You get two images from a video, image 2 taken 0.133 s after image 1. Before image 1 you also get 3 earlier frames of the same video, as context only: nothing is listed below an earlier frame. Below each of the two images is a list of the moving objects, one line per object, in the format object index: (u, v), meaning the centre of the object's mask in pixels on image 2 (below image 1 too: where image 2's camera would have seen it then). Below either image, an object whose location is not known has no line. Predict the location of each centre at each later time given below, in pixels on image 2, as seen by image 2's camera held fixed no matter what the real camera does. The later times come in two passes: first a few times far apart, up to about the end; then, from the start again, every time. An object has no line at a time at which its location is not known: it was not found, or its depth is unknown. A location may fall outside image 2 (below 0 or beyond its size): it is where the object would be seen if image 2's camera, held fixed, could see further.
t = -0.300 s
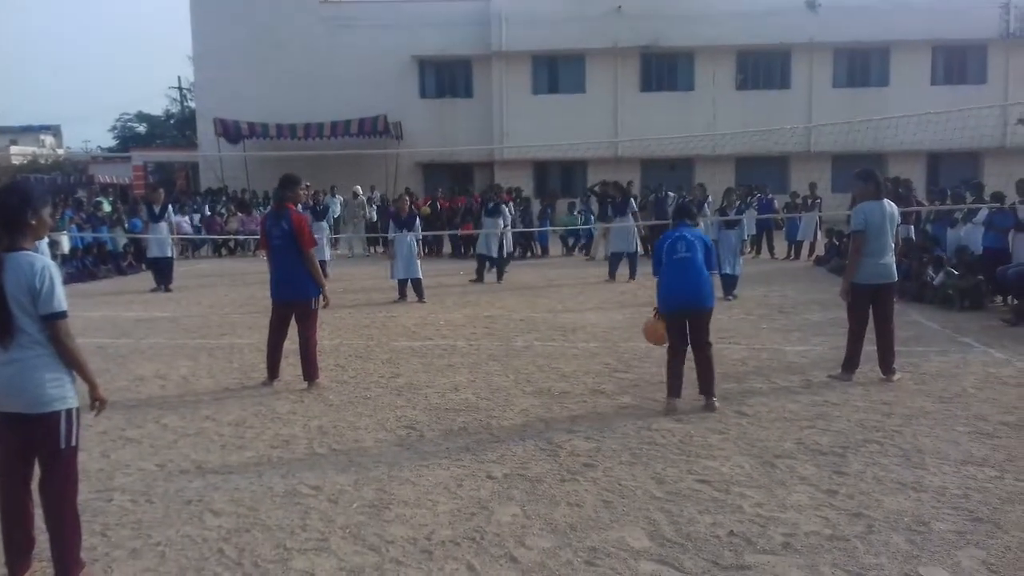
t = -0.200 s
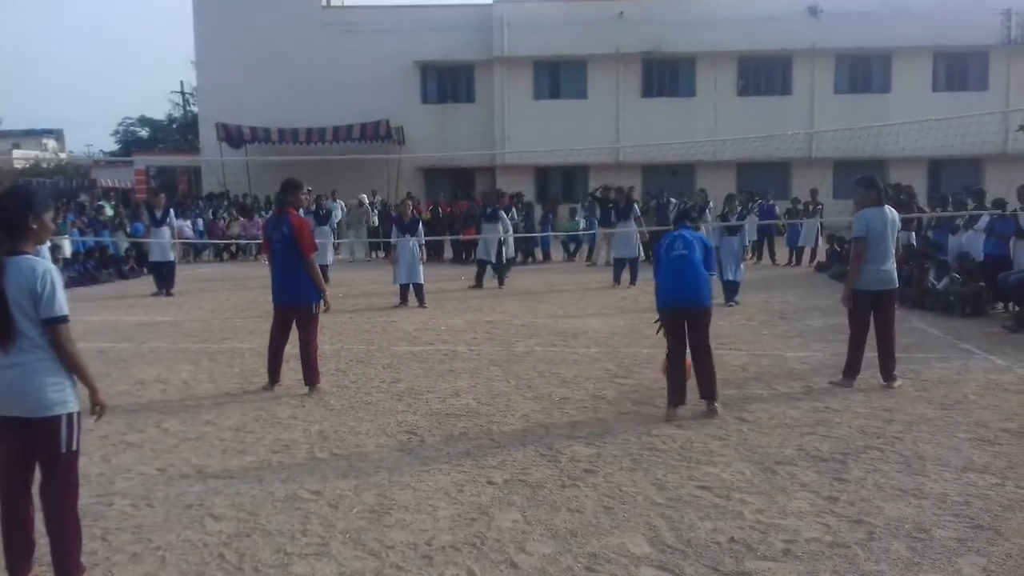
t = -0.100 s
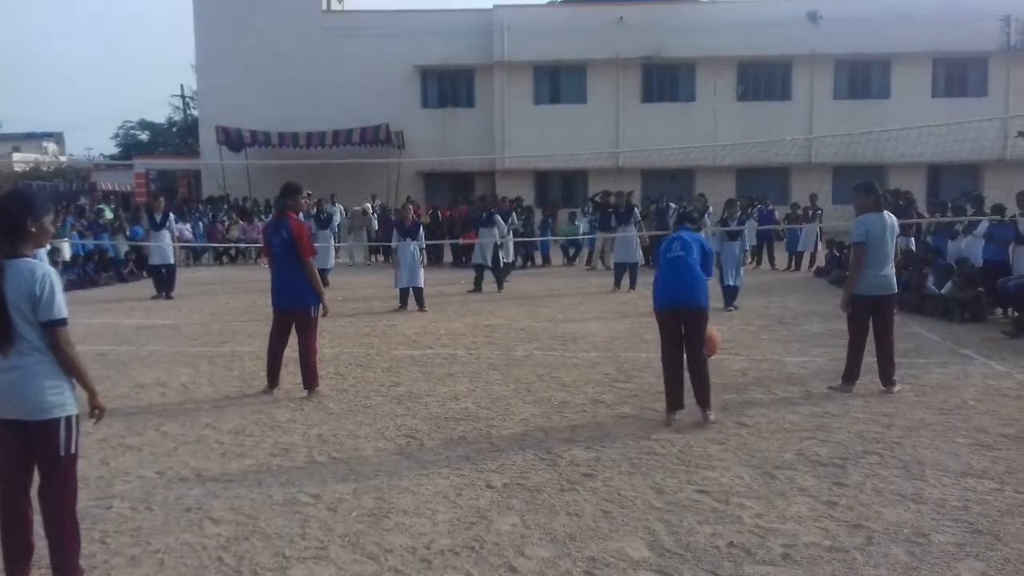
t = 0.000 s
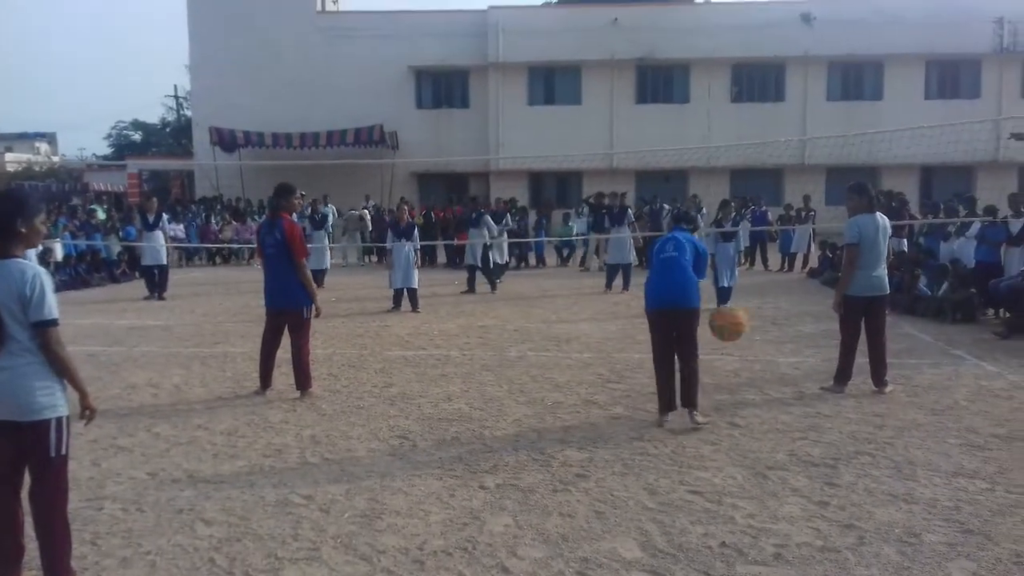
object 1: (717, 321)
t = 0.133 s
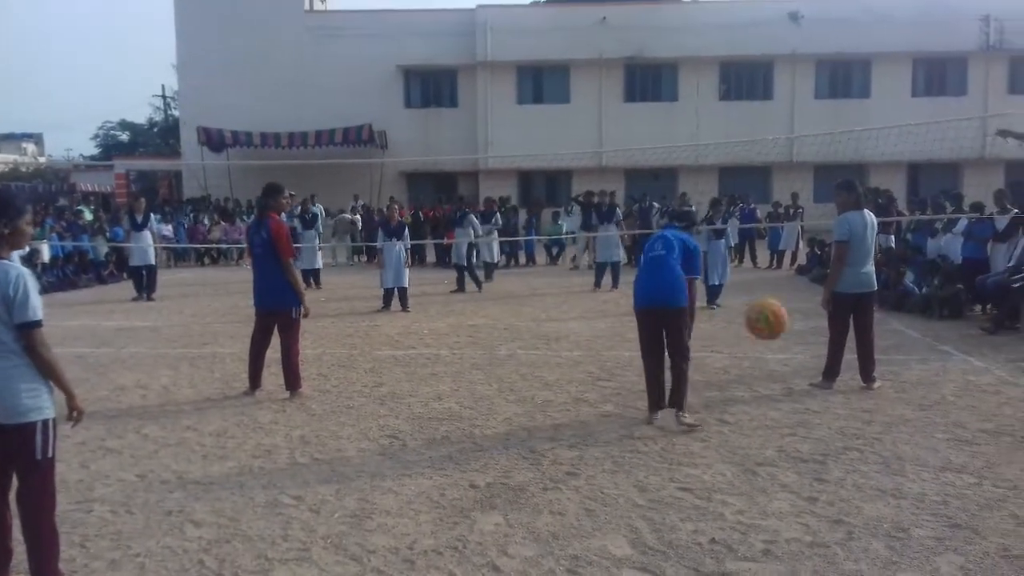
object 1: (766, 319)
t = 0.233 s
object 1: (810, 341)
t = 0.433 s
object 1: (919, 462)
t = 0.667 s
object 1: (1080, 496)
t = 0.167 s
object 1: (781, 324)
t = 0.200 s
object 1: (795, 332)
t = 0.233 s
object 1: (810, 341)
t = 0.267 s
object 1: (826, 354)
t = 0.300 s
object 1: (843, 368)
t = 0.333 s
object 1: (861, 387)
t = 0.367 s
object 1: (879, 408)
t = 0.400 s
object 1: (898, 435)
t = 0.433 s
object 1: (919, 462)
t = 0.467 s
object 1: (941, 498)
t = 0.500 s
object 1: (960, 499)
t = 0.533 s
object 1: (981, 494)
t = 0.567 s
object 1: (1002, 491)
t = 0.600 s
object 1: (1026, 489)
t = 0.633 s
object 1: (1051, 490)
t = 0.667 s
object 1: (1080, 496)
